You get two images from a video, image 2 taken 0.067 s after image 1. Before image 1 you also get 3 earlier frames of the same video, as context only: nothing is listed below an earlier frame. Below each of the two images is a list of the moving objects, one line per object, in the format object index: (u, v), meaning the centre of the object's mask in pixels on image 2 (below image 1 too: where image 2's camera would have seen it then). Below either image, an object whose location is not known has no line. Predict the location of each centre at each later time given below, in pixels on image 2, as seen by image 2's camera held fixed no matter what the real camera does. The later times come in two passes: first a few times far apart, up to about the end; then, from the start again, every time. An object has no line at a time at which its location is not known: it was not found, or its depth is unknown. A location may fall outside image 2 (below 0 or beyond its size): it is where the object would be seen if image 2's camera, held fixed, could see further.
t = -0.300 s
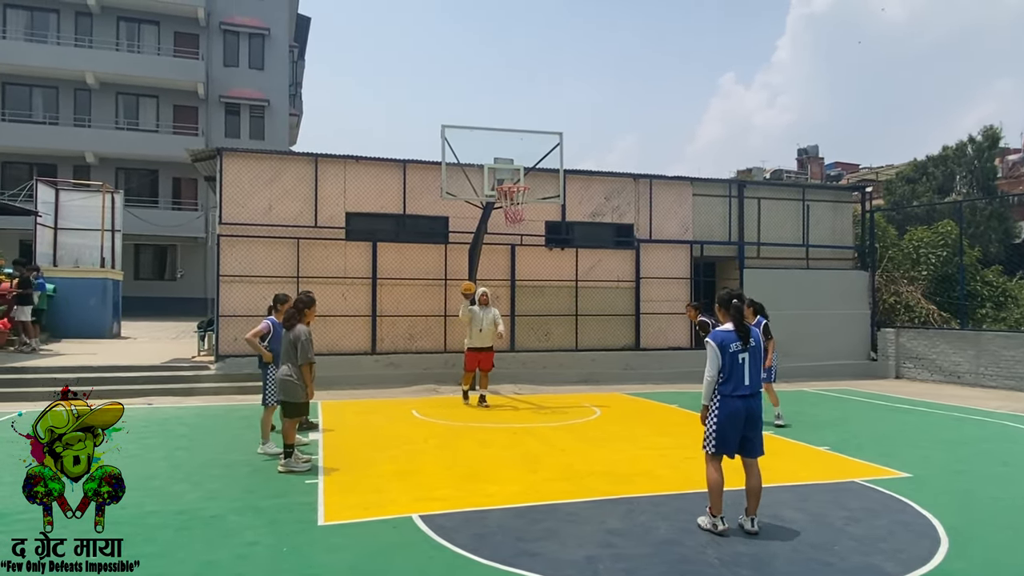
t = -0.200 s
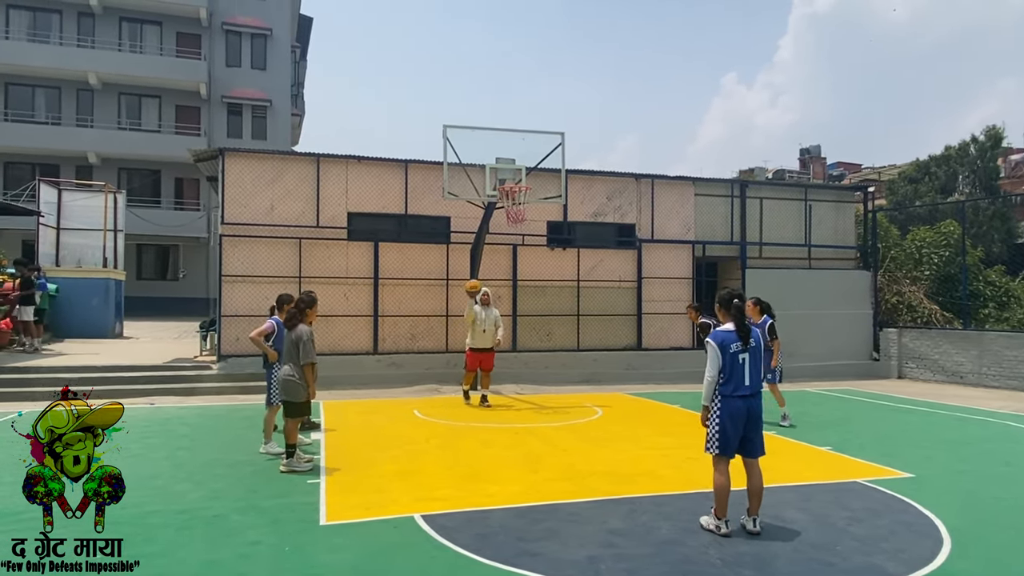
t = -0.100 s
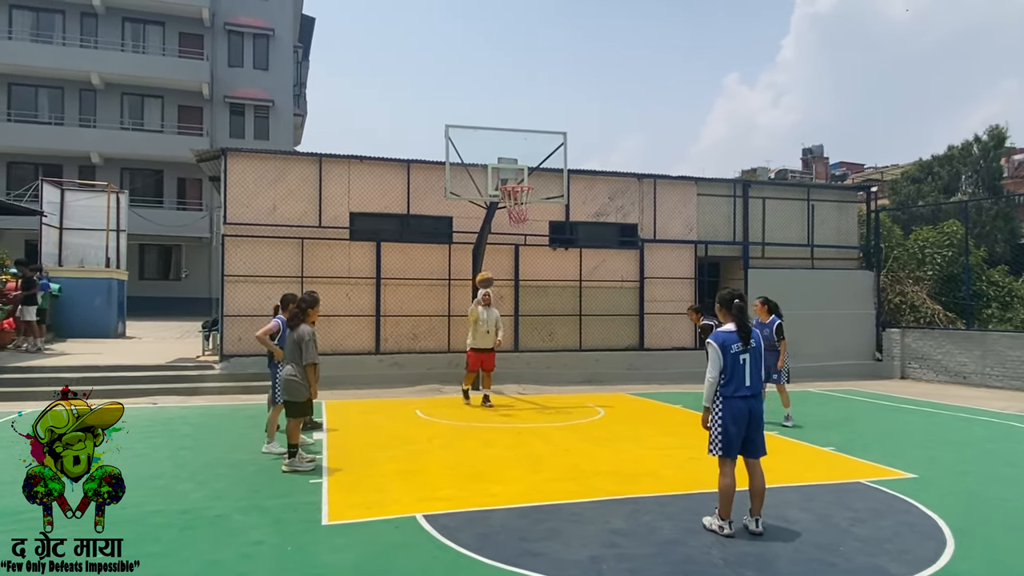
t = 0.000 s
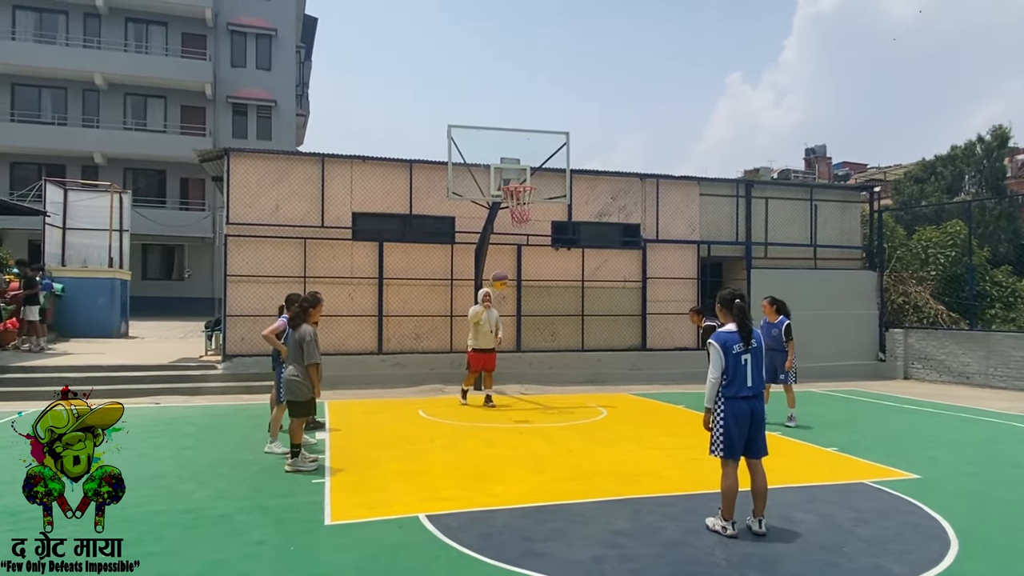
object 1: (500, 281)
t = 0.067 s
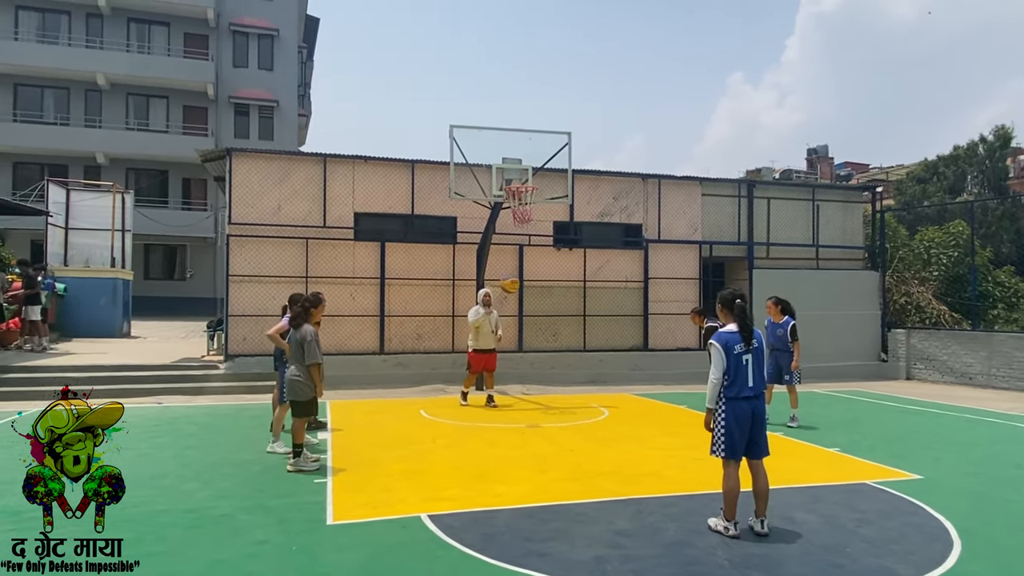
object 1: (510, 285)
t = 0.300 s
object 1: (546, 333)
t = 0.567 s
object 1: (600, 439)
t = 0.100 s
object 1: (515, 288)
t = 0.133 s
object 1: (519, 292)
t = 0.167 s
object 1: (524, 297)
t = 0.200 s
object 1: (529, 304)
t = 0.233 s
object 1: (534, 313)
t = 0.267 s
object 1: (540, 322)
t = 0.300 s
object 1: (546, 333)
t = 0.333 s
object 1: (552, 345)
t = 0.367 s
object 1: (558, 359)
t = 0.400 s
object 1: (566, 376)
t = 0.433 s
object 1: (572, 393)
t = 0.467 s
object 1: (579, 413)
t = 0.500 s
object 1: (587, 435)
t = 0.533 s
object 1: (595, 455)
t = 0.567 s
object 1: (600, 439)
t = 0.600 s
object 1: (605, 423)
